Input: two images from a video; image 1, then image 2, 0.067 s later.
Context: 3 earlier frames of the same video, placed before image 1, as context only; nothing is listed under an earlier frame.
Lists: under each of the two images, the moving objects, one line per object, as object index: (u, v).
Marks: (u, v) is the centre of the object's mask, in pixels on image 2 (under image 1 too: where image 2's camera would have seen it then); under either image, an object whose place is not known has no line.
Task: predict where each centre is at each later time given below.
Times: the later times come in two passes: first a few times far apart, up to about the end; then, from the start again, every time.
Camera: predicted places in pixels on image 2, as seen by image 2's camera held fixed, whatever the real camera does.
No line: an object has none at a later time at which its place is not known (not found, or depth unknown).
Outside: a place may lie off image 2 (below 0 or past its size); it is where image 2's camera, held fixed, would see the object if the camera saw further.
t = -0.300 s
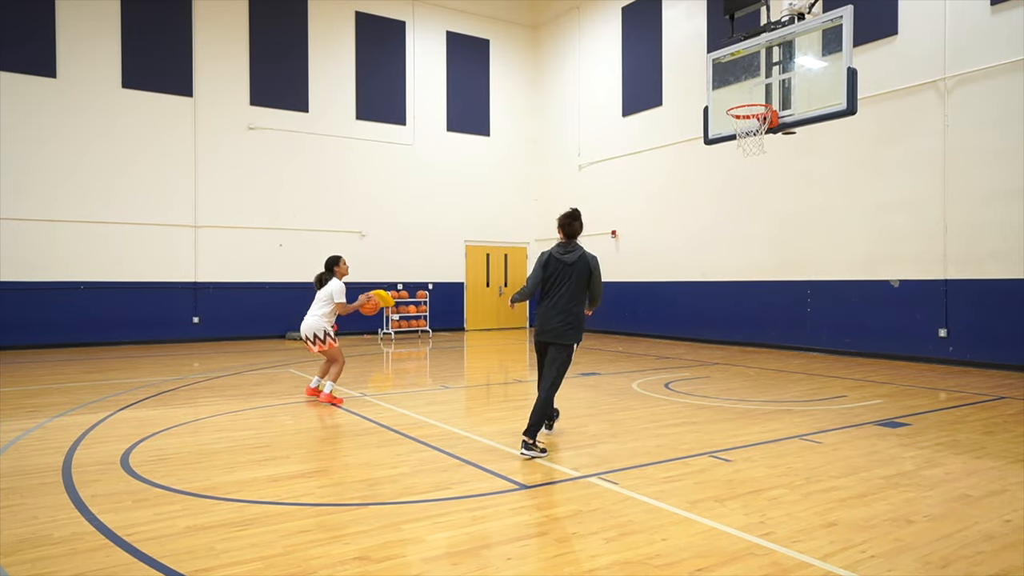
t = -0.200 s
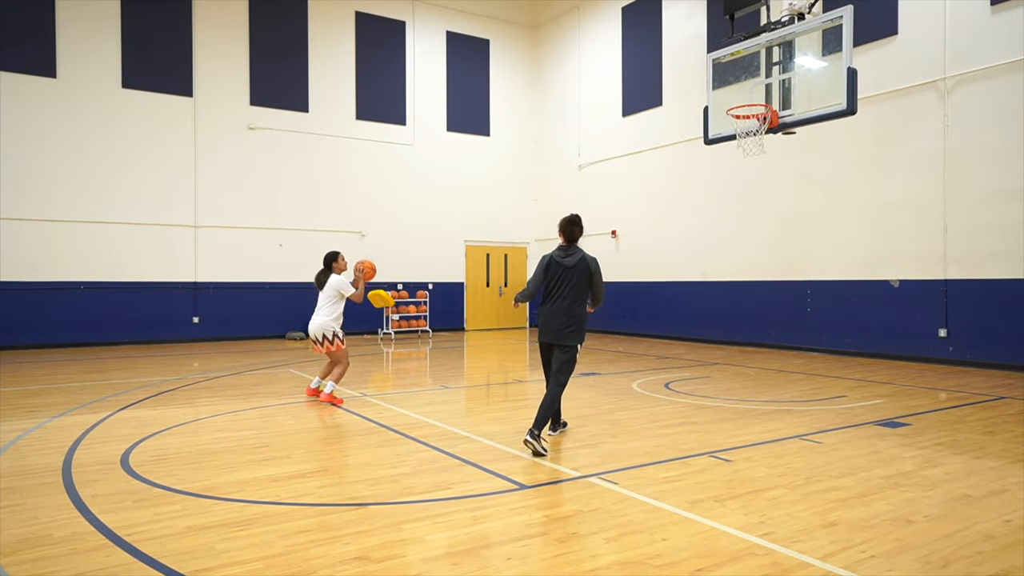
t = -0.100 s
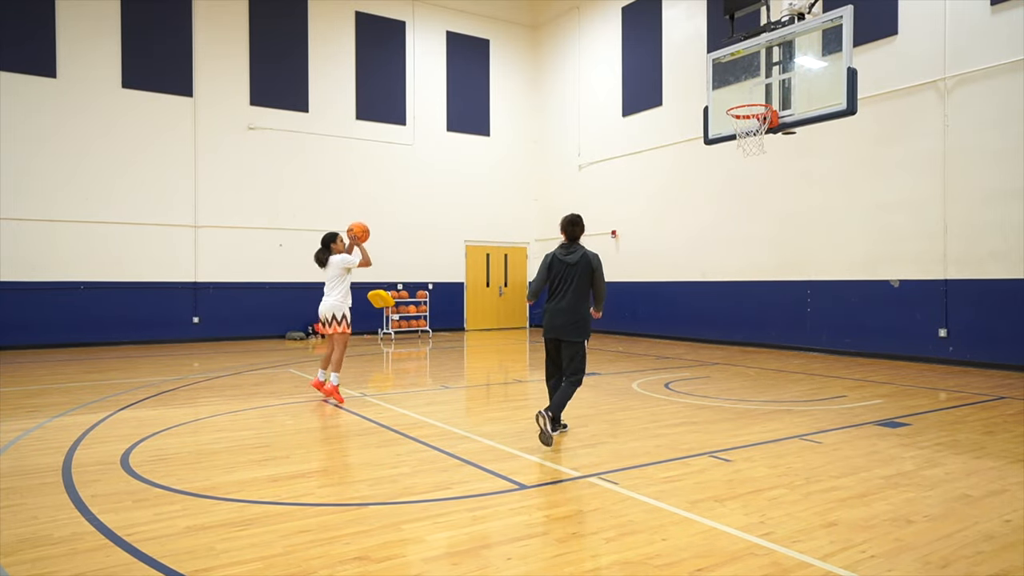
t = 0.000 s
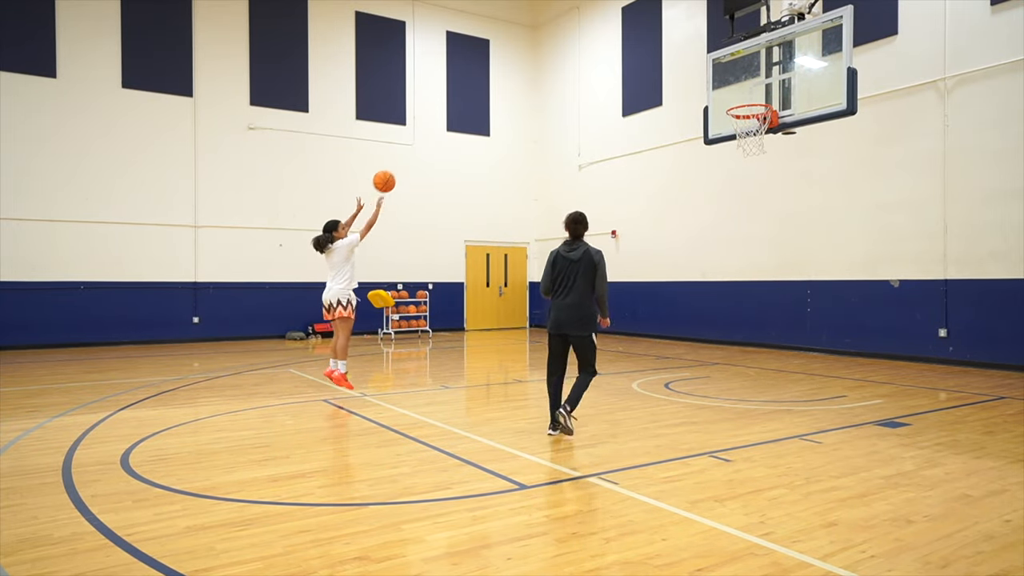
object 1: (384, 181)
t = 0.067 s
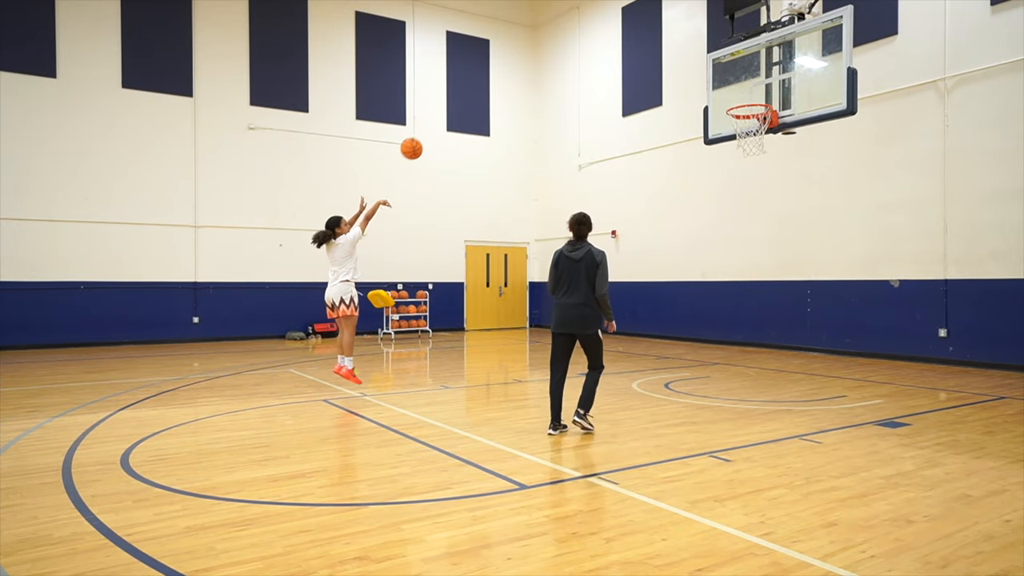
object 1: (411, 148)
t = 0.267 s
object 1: (490, 77)
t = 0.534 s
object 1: (590, 42)
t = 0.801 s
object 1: (683, 69)
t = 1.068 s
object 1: (732, 88)
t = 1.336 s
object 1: (712, 81)
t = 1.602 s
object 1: (680, 128)
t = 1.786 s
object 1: (658, 195)
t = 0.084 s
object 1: (418, 141)
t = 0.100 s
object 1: (425, 134)
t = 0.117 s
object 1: (432, 127)
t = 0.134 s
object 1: (439, 120)
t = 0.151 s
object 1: (446, 114)
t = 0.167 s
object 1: (452, 108)
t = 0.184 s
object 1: (459, 102)
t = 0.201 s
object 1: (465, 96)
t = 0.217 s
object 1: (472, 91)
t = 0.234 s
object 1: (478, 86)
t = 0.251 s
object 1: (484, 81)
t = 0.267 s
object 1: (490, 77)
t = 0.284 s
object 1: (497, 73)
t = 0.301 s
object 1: (504, 69)
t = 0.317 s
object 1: (510, 65)
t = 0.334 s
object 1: (516, 62)
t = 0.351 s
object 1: (523, 59)
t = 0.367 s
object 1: (529, 56)
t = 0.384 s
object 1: (535, 53)
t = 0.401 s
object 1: (541, 51)
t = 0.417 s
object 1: (547, 49)
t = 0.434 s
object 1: (554, 47)
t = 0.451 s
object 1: (560, 45)
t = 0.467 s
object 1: (566, 44)
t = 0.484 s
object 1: (572, 43)
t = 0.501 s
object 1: (578, 42)
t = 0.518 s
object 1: (584, 42)
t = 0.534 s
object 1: (590, 42)
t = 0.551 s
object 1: (596, 41)
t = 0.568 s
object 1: (602, 42)
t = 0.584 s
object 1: (608, 42)
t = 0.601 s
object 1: (615, 43)
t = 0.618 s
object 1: (620, 43)
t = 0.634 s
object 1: (626, 45)
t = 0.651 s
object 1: (632, 46)
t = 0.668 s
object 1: (637, 48)
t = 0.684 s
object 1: (643, 50)
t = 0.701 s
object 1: (649, 52)
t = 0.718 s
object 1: (654, 54)
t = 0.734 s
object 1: (660, 57)
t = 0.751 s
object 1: (666, 59)
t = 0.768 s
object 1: (672, 62)
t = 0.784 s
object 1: (677, 66)
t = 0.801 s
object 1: (683, 69)
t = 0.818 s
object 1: (688, 73)
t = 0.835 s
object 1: (694, 77)
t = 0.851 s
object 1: (700, 81)
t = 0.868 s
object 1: (706, 85)
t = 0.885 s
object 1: (711, 90)
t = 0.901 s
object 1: (716, 95)
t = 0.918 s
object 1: (722, 100)
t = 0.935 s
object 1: (727, 105)
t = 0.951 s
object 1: (729, 105)
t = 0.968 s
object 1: (729, 102)
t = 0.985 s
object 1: (730, 99)
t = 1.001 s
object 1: (731, 96)
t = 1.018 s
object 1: (731, 94)
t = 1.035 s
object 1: (732, 92)
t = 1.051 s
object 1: (732, 90)
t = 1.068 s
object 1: (732, 88)
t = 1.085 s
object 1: (733, 87)
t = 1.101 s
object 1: (733, 86)
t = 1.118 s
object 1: (734, 85)
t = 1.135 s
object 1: (734, 84)
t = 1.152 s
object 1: (734, 83)
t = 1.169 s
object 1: (732, 82)
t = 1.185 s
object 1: (731, 81)
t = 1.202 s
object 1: (728, 80)
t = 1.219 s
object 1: (726, 79)
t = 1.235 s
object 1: (724, 79)
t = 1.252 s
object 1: (722, 79)
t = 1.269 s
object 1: (720, 79)
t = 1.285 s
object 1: (718, 79)
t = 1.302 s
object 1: (716, 79)
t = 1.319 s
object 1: (714, 80)
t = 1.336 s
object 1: (712, 81)
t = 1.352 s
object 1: (710, 82)
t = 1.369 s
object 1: (708, 84)
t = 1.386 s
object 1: (706, 86)
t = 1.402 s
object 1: (704, 88)
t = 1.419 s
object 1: (702, 89)
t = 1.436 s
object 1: (700, 92)
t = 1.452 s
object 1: (698, 95)
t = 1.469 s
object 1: (696, 97)
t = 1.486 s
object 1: (694, 100)
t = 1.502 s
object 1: (692, 103)
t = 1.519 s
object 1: (690, 107)
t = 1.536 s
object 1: (688, 111)
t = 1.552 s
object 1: (686, 115)
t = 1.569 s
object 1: (684, 119)
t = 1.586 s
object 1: (682, 124)
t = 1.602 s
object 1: (680, 128)
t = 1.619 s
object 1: (678, 133)
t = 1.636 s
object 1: (676, 138)
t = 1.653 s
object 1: (675, 144)
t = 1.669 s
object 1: (673, 149)
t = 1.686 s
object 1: (670, 155)
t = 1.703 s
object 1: (668, 161)
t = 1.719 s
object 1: (666, 167)
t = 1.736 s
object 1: (664, 174)
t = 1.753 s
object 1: (662, 180)
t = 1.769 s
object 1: (660, 187)
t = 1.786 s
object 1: (658, 195)
